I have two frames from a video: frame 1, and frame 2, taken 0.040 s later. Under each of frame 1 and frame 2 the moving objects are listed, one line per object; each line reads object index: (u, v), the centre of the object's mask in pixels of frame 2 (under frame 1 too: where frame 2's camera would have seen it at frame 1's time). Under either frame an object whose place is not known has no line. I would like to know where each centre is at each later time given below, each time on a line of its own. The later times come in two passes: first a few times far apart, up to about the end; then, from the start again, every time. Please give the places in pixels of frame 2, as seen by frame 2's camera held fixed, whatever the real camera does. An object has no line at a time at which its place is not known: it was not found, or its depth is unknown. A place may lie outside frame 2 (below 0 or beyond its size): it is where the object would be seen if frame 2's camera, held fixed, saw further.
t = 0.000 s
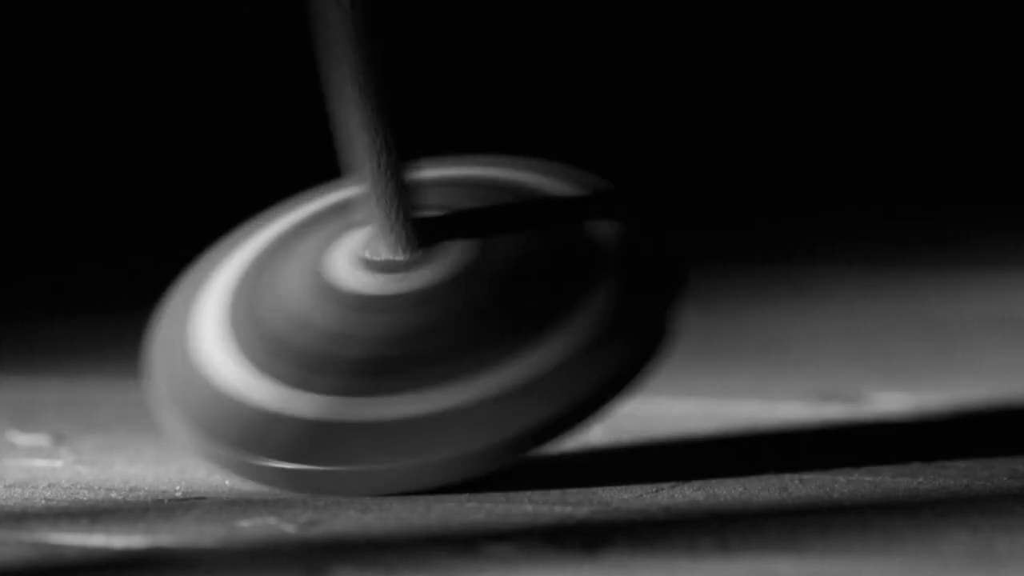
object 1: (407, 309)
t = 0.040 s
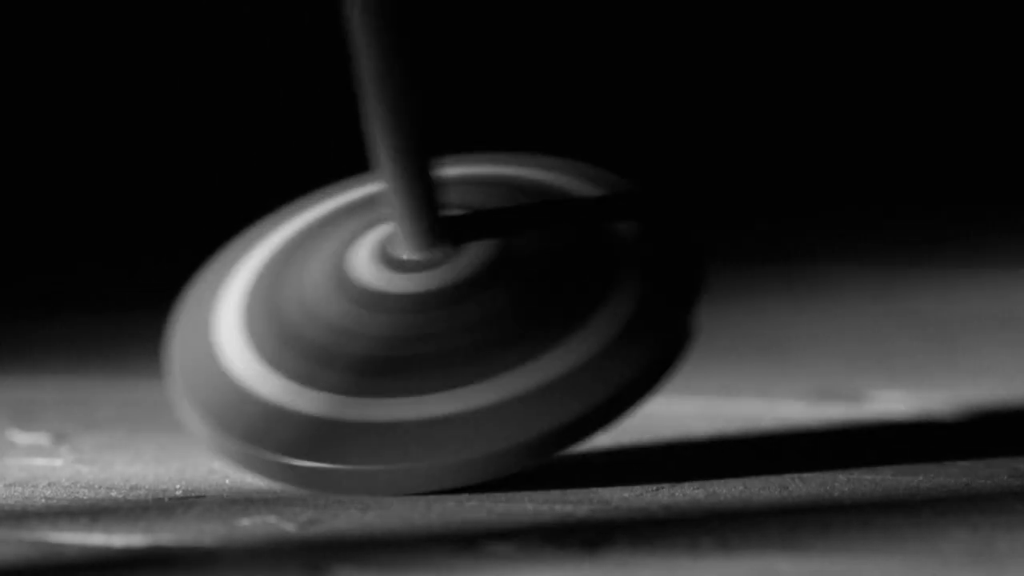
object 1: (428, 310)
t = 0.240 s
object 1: (492, 319)
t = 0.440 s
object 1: (484, 308)
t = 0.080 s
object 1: (445, 311)
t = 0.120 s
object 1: (466, 310)
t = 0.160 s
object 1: (484, 310)
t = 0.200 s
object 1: (486, 318)
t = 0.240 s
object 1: (492, 319)
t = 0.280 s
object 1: (493, 324)
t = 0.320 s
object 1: (496, 324)
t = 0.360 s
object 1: (492, 321)
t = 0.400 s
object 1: (485, 315)
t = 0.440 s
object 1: (484, 308)
